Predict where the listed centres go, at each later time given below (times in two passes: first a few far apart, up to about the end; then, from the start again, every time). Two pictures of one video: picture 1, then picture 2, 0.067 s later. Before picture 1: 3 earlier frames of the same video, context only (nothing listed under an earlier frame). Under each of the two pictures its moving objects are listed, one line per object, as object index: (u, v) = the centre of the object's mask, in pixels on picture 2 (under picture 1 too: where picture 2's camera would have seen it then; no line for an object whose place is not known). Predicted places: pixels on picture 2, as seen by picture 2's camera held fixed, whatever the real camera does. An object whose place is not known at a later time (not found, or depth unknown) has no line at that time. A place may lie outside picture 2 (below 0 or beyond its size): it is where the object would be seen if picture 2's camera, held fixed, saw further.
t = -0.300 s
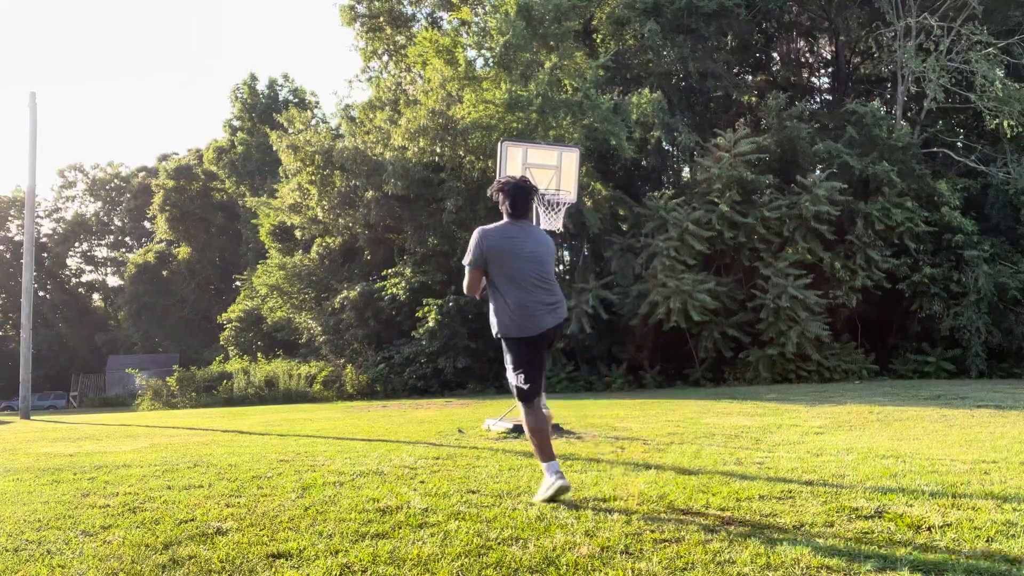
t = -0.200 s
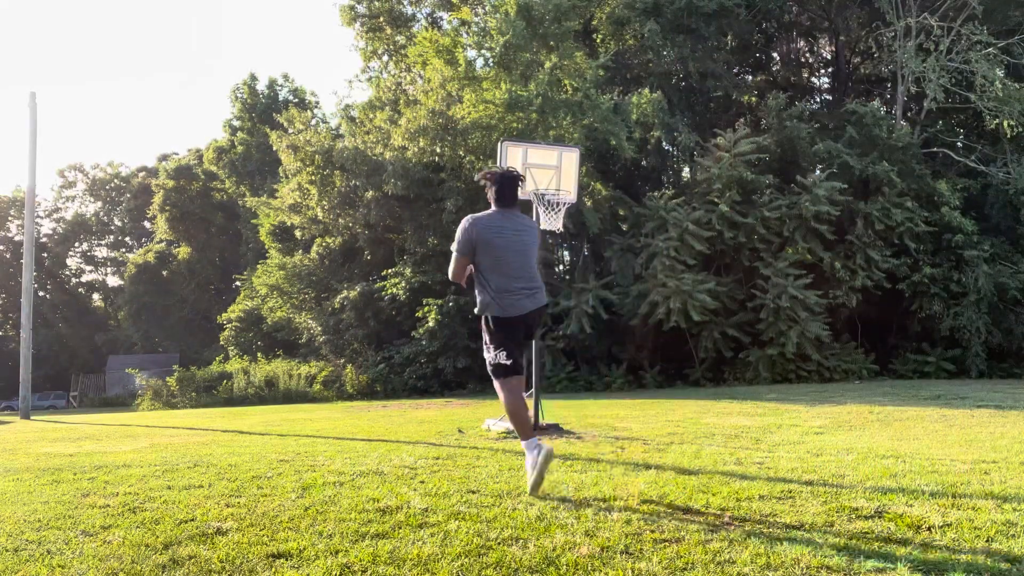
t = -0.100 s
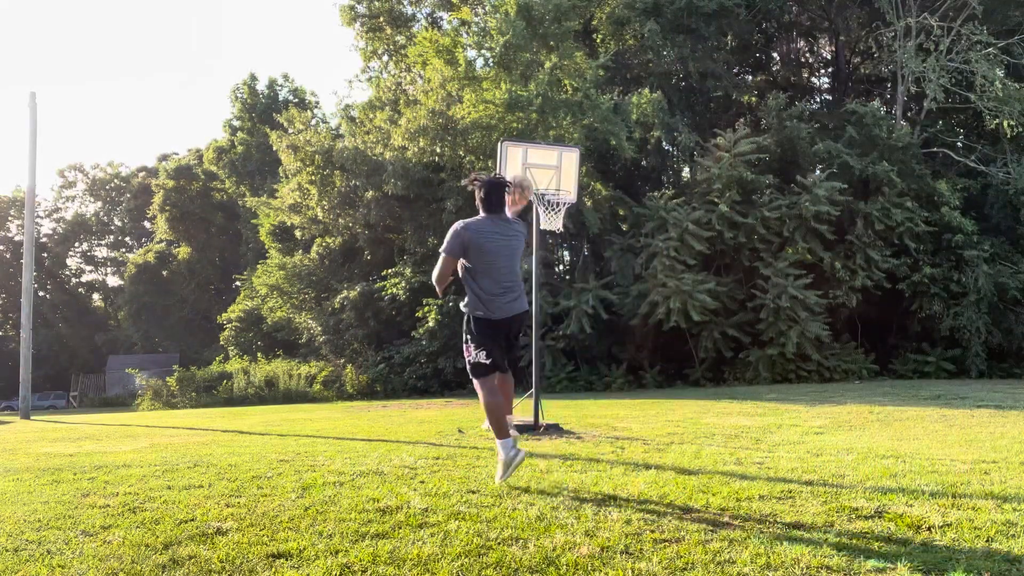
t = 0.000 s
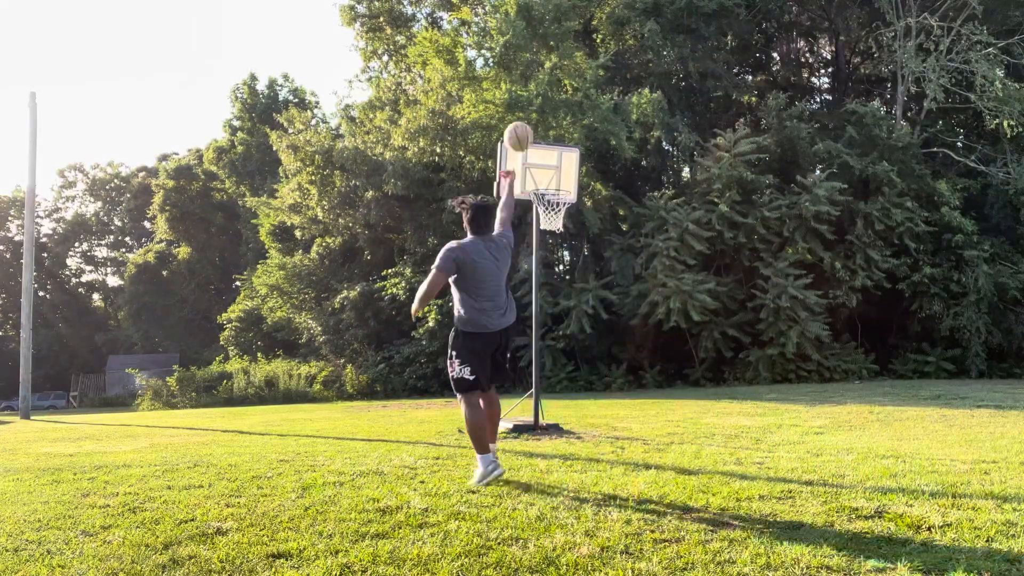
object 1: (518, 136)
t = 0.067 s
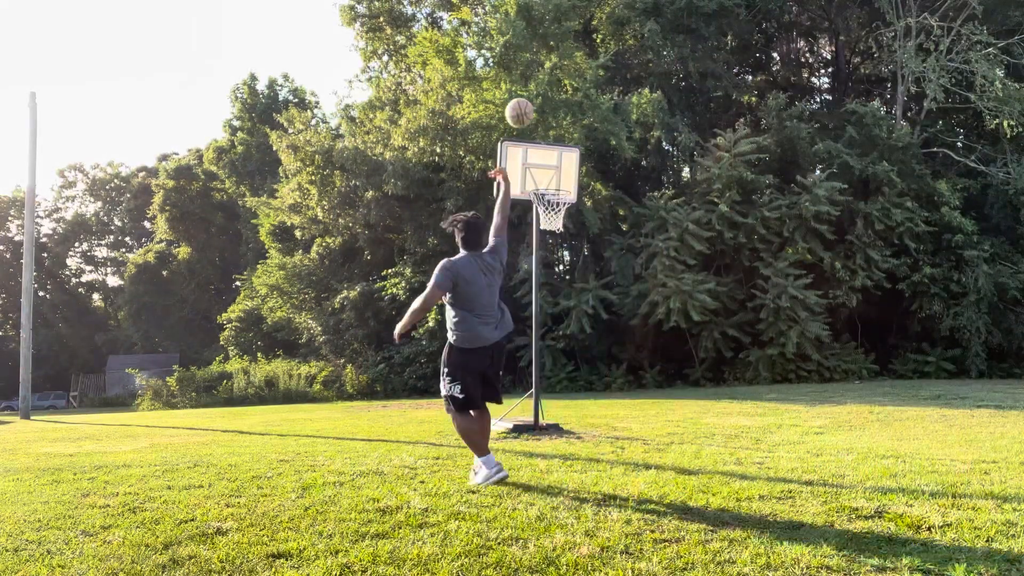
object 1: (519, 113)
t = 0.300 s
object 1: (524, 76)
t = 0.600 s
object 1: (533, 109)
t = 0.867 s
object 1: (542, 192)
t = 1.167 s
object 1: (575, 255)
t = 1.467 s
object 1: (603, 381)
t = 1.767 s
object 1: (620, 371)
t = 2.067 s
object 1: (635, 355)
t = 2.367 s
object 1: (658, 422)
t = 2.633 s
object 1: (676, 399)
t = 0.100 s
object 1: (520, 104)
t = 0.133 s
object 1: (520, 95)
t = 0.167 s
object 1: (521, 89)
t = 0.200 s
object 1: (522, 83)
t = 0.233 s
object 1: (523, 80)
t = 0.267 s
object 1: (524, 78)
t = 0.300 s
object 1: (524, 76)
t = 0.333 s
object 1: (525, 76)
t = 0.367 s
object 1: (526, 77)
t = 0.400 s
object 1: (527, 78)
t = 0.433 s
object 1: (527, 81)
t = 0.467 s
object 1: (529, 85)
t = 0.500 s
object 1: (529, 90)
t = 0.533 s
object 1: (531, 96)
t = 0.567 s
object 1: (532, 102)
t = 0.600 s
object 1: (533, 109)
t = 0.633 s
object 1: (534, 117)
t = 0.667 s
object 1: (535, 126)
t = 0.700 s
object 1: (536, 135)
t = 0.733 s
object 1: (537, 145)
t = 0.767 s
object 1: (540, 156)
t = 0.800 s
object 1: (540, 168)
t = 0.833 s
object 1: (542, 180)
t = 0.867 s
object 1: (542, 192)
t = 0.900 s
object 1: (548, 200)
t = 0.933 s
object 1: (552, 206)
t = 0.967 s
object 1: (560, 223)
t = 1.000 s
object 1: (561, 221)
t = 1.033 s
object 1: (564, 225)
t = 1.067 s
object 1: (567, 231)
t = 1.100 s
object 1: (570, 238)
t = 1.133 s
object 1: (573, 246)
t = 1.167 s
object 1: (575, 255)
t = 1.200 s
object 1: (578, 265)
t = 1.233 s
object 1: (581, 276)
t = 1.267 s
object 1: (584, 288)
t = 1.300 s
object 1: (587, 301)
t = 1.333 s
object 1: (590, 315)
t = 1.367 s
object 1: (594, 330)
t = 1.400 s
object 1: (597, 346)
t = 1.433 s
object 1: (600, 363)
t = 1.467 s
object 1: (603, 381)
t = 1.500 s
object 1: (607, 399)
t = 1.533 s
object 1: (610, 421)
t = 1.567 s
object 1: (612, 427)
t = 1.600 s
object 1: (613, 415)
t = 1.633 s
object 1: (615, 403)
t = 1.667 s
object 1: (615, 393)
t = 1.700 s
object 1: (617, 384)
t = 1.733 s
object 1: (618, 378)
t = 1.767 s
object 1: (620, 371)
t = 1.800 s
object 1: (621, 365)
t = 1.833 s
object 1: (623, 360)
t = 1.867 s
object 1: (624, 357)
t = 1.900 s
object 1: (626, 354)
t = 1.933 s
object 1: (628, 352)
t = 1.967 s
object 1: (630, 351)
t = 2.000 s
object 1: (631, 352)
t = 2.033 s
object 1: (633, 353)
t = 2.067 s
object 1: (635, 355)
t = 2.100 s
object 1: (637, 358)
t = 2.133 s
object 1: (640, 362)
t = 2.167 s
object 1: (642, 368)
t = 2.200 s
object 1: (644, 374)
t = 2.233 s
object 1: (647, 382)
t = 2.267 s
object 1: (649, 390)
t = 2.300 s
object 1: (652, 399)
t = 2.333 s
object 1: (655, 410)
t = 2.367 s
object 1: (658, 422)
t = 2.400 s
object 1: (660, 433)
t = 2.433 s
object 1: (662, 426)
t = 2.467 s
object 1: (664, 420)
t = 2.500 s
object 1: (666, 413)
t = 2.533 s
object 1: (669, 408)
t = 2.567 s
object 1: (671, 404)
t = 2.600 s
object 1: (673, 401)
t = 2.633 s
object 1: (676, 399)
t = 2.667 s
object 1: (678, 398)
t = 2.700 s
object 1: (681, 398)
